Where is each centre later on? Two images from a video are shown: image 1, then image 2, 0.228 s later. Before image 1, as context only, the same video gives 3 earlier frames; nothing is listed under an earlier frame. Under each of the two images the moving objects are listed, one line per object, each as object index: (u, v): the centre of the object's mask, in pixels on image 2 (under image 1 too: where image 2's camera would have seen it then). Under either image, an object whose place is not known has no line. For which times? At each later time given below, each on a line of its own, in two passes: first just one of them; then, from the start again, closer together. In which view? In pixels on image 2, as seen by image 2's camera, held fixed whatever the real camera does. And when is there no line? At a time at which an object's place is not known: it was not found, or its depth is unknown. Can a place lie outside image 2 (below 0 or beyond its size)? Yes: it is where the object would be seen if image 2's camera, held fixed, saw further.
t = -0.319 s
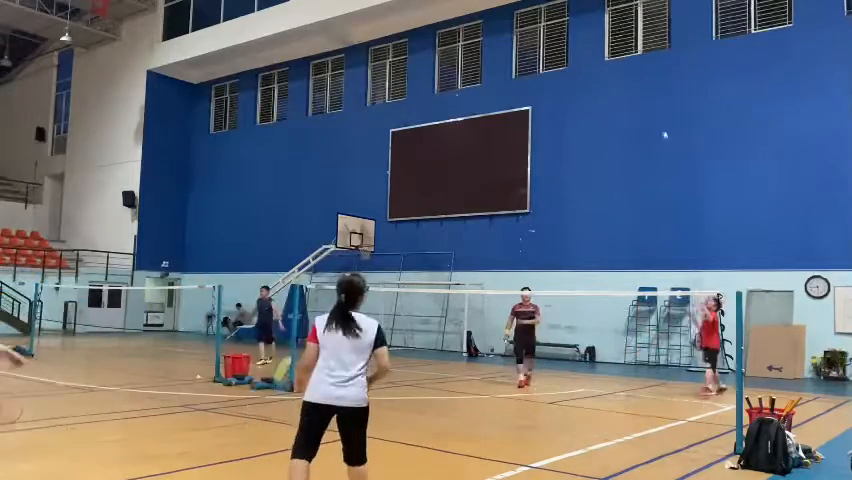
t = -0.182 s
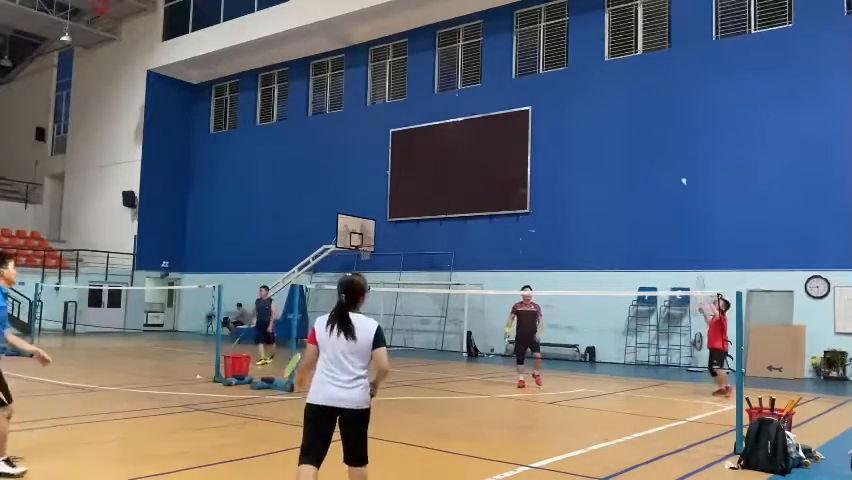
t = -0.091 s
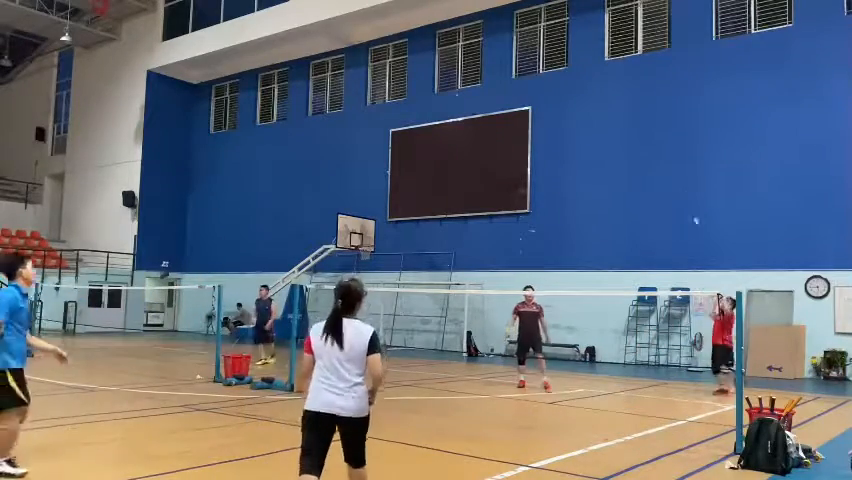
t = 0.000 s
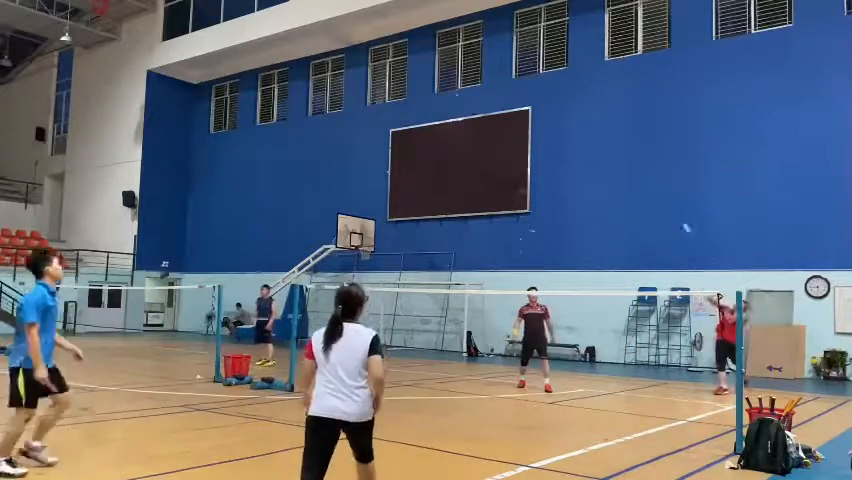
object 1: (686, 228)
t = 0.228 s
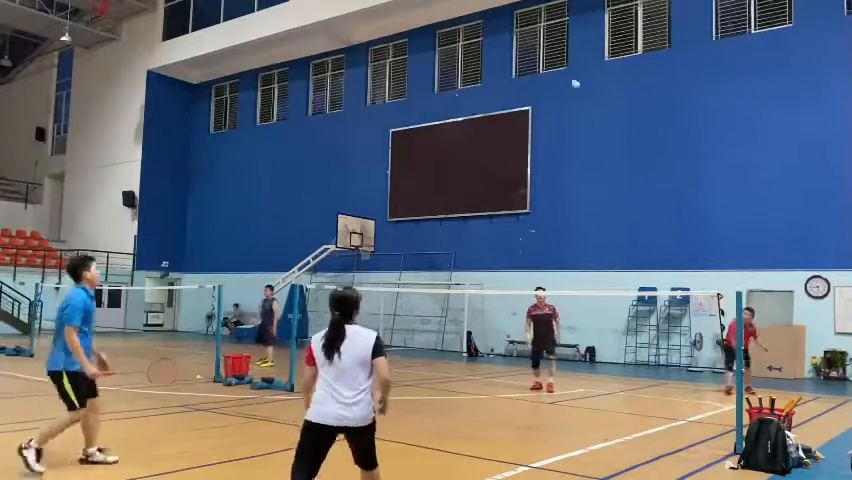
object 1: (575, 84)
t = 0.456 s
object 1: (467, 33)
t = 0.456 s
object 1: (467, 33)
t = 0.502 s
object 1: (445, 37)
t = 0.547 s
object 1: (433, 41)
